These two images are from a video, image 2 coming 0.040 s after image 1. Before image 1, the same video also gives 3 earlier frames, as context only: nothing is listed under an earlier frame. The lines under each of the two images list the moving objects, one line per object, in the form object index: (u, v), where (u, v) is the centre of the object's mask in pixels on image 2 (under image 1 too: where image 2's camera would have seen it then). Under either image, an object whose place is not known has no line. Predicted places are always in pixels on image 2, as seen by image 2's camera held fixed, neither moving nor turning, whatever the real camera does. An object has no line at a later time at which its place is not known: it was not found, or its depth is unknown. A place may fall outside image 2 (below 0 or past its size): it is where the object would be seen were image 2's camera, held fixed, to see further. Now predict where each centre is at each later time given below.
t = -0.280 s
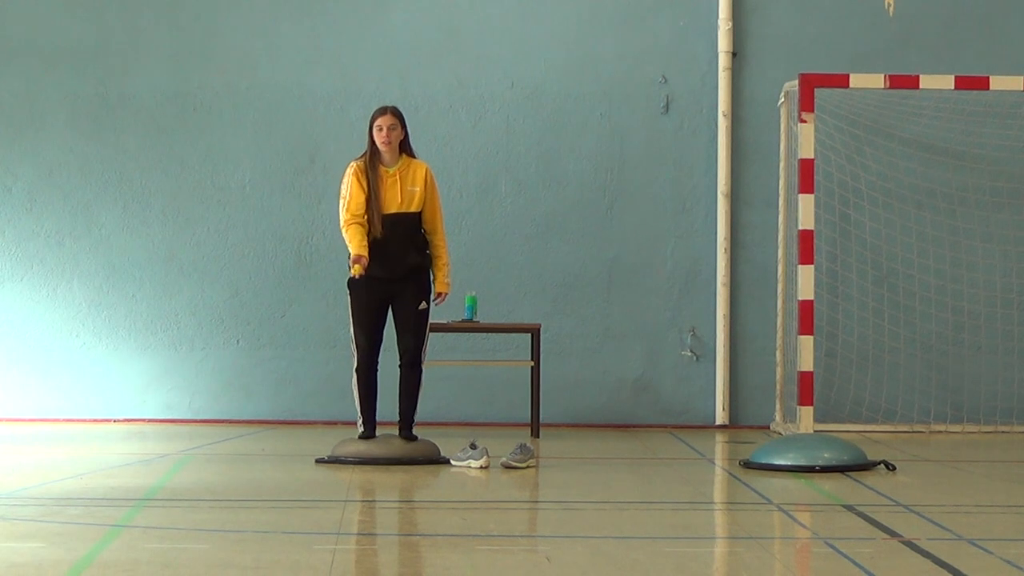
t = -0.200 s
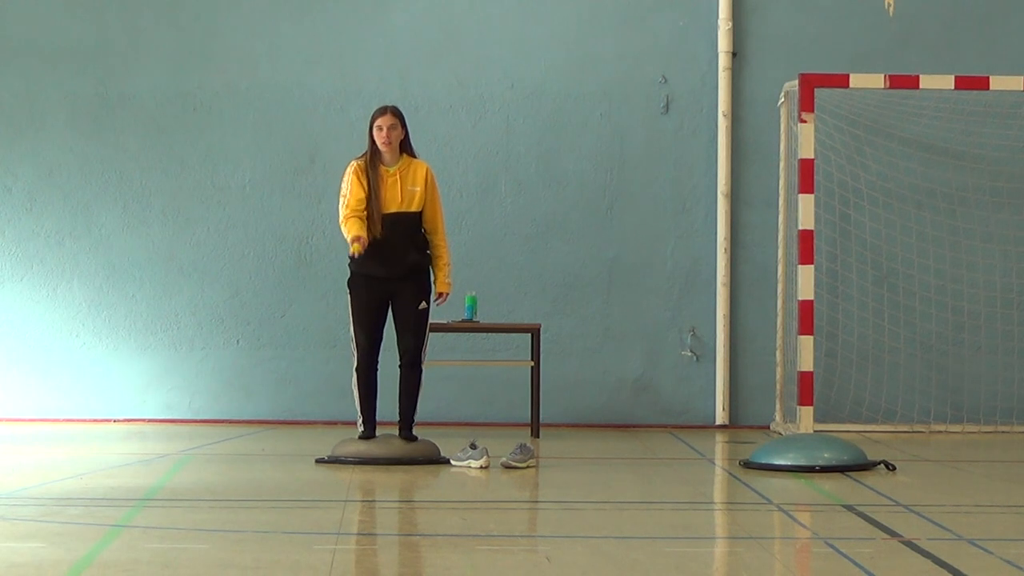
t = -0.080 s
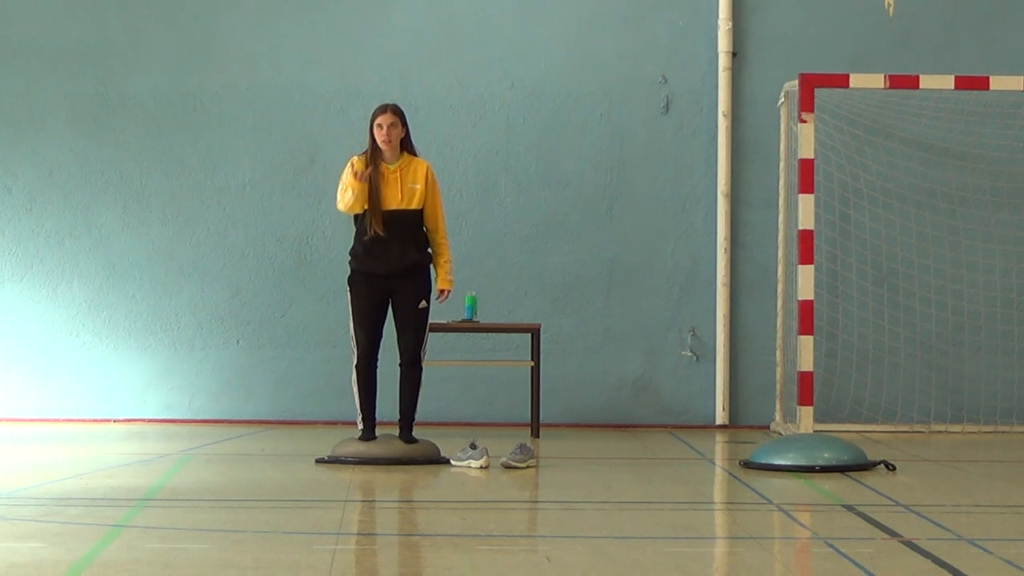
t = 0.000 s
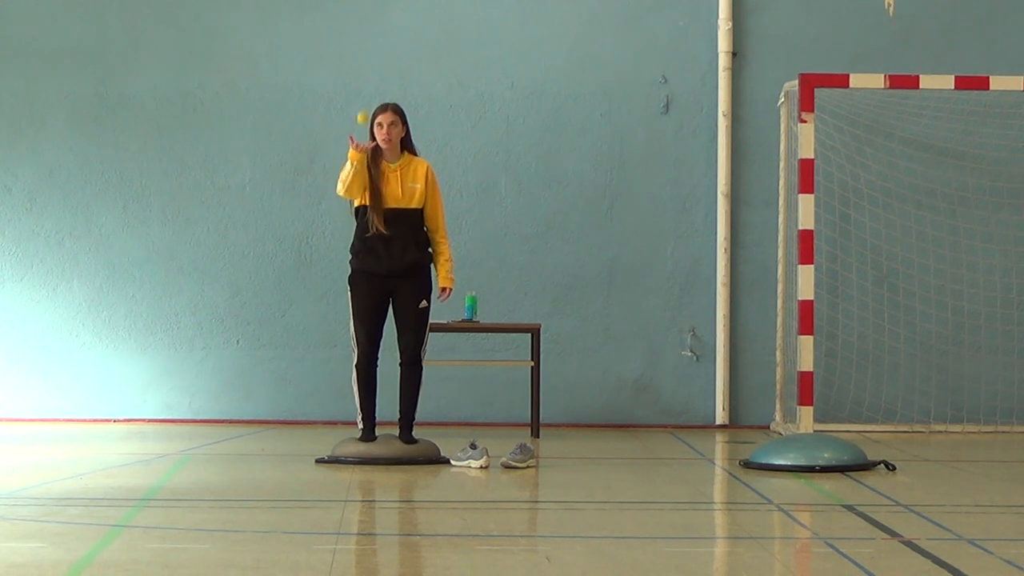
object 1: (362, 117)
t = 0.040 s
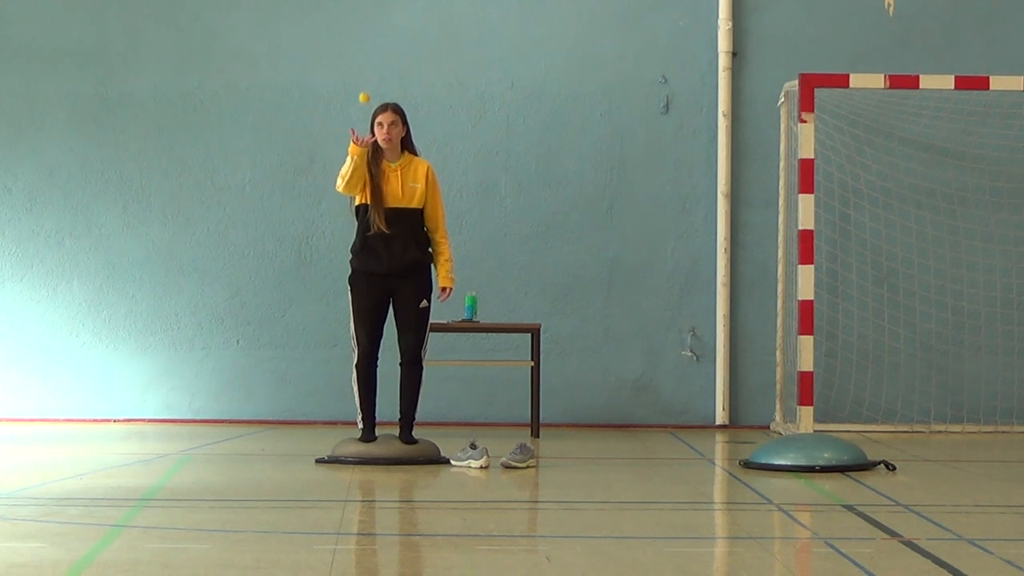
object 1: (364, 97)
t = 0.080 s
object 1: (366, 81)
